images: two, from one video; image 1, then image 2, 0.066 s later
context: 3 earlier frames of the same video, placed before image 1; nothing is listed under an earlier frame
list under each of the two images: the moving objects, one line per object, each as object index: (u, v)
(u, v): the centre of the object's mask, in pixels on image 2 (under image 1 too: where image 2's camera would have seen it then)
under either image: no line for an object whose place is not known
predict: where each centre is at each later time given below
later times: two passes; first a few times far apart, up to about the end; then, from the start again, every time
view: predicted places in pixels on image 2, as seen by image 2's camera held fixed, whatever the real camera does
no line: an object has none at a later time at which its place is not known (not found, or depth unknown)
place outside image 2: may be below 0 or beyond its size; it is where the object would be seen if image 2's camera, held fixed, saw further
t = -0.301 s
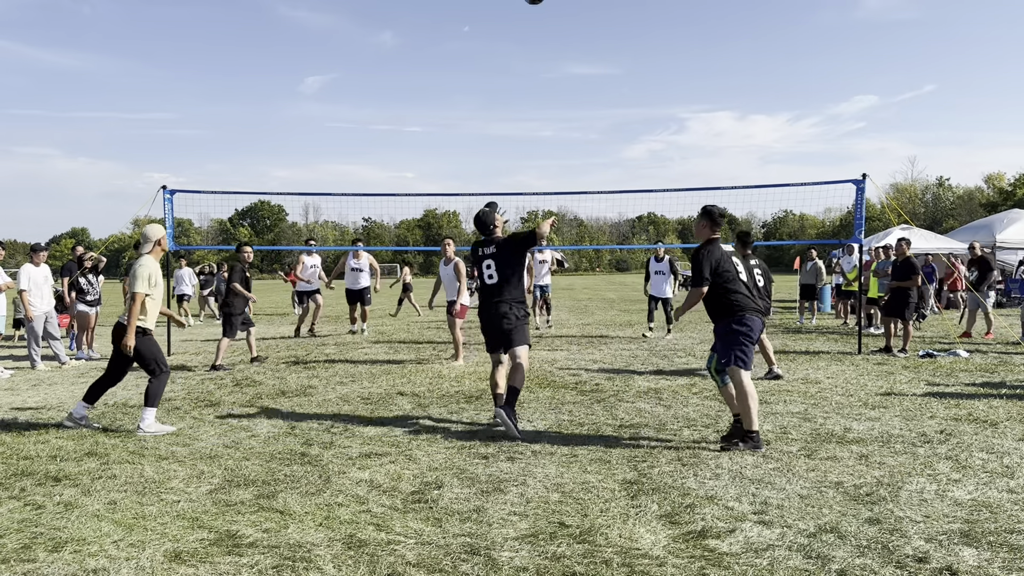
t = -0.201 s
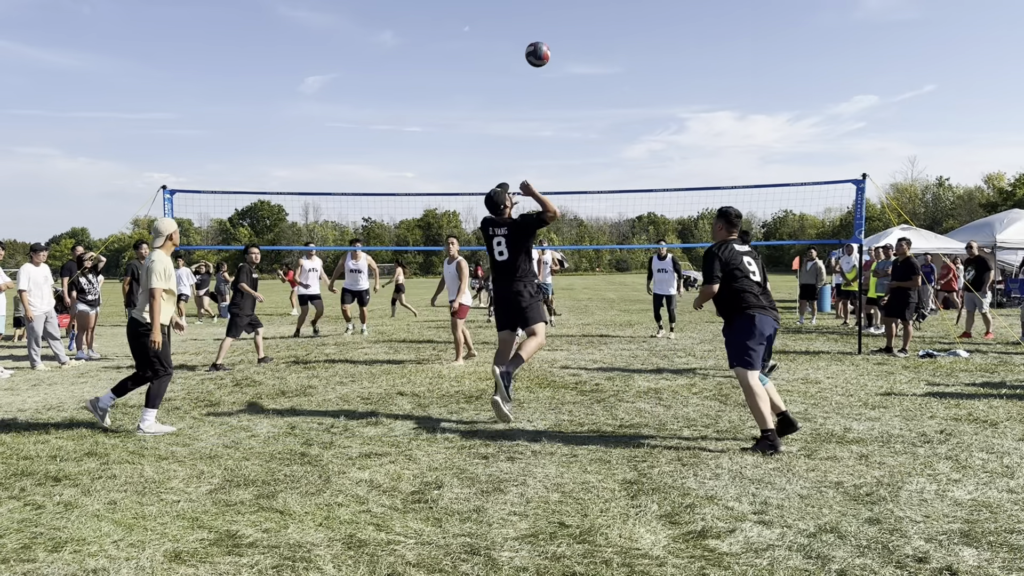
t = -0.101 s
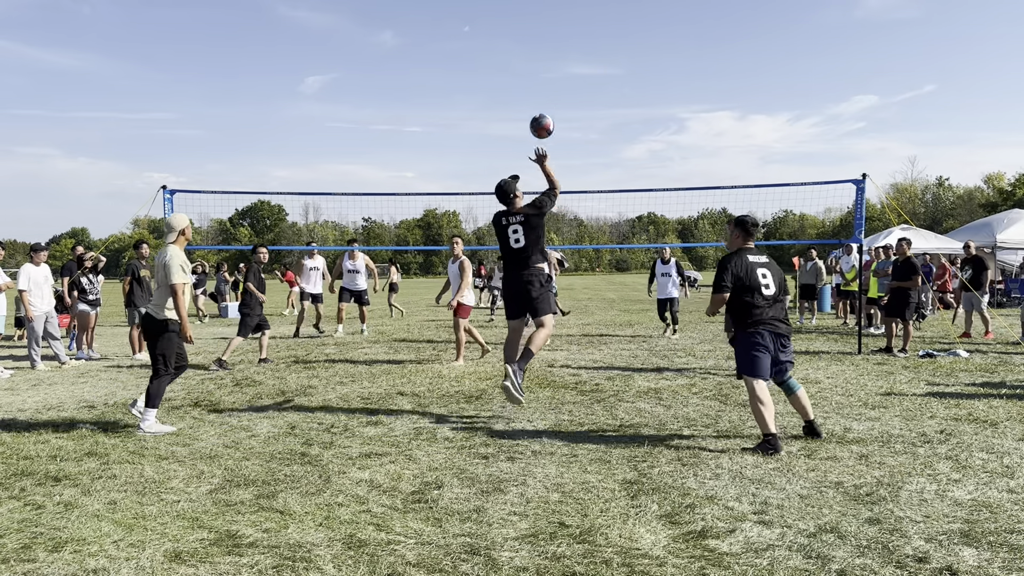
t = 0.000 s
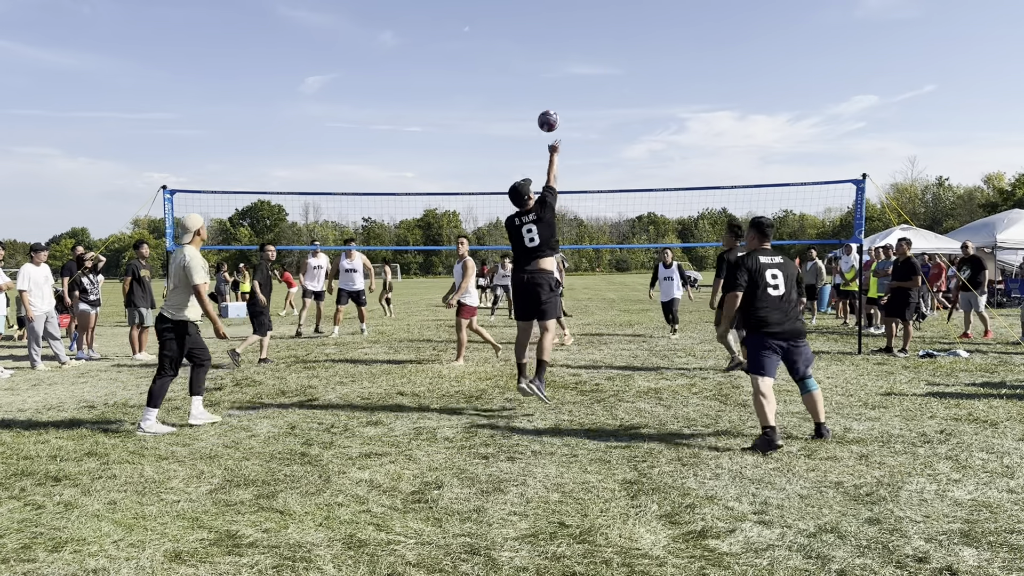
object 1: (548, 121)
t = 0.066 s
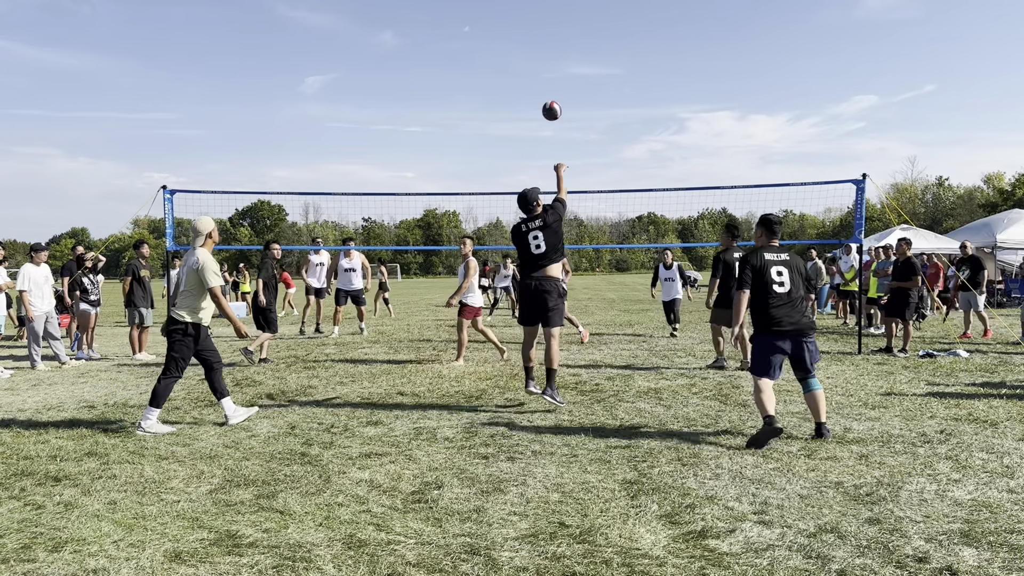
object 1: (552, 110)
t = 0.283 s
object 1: (560, 112)
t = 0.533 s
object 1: (569, 149)
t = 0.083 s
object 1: (553, 109)
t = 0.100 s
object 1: (553, 107)
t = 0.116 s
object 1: (554, 107)
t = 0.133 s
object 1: (555, 106)
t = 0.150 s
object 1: (555, 106)
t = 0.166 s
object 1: (556, 106)
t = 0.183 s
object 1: (557, 106)
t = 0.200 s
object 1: (557, 107)
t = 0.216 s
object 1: (558, 107)
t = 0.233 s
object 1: (559, 108)
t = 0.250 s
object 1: (559, 109)
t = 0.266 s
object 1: (560, 110)
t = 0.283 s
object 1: (560, 112)
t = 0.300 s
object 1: (561, 113)
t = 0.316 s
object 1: (561, 115)
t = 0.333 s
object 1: (562, 117)
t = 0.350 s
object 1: (563, 119)
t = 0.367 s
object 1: (563, 122)
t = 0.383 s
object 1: (564, 124)
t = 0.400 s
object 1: (564, 126)
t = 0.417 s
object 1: (565, 128)
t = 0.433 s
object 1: (566, 131)
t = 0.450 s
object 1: (566, 134)
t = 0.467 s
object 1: (566, 137)
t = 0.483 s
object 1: (567, 140)
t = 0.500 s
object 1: (568, 143)
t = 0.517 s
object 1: (568, 146)
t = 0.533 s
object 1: (569, 149)
